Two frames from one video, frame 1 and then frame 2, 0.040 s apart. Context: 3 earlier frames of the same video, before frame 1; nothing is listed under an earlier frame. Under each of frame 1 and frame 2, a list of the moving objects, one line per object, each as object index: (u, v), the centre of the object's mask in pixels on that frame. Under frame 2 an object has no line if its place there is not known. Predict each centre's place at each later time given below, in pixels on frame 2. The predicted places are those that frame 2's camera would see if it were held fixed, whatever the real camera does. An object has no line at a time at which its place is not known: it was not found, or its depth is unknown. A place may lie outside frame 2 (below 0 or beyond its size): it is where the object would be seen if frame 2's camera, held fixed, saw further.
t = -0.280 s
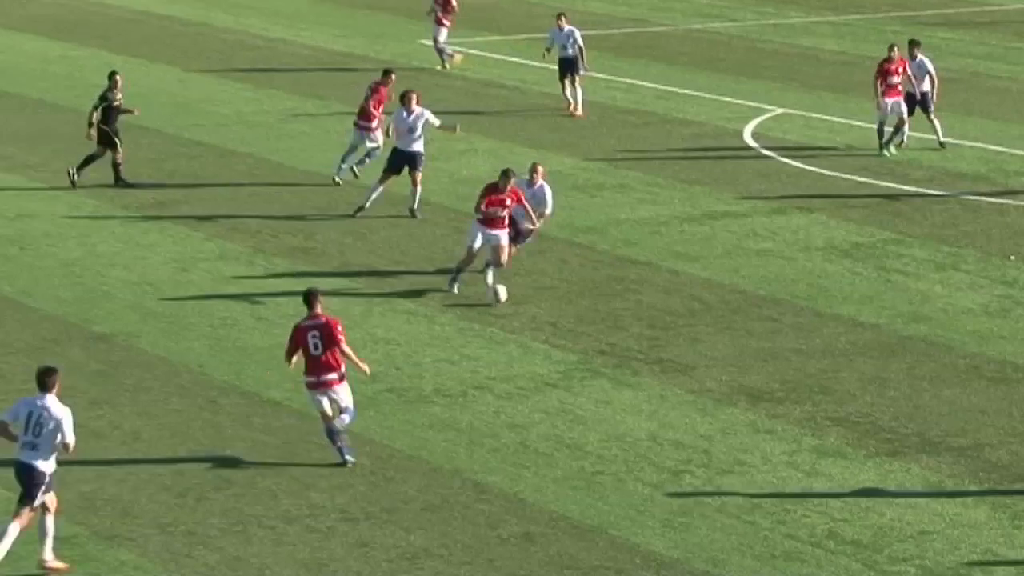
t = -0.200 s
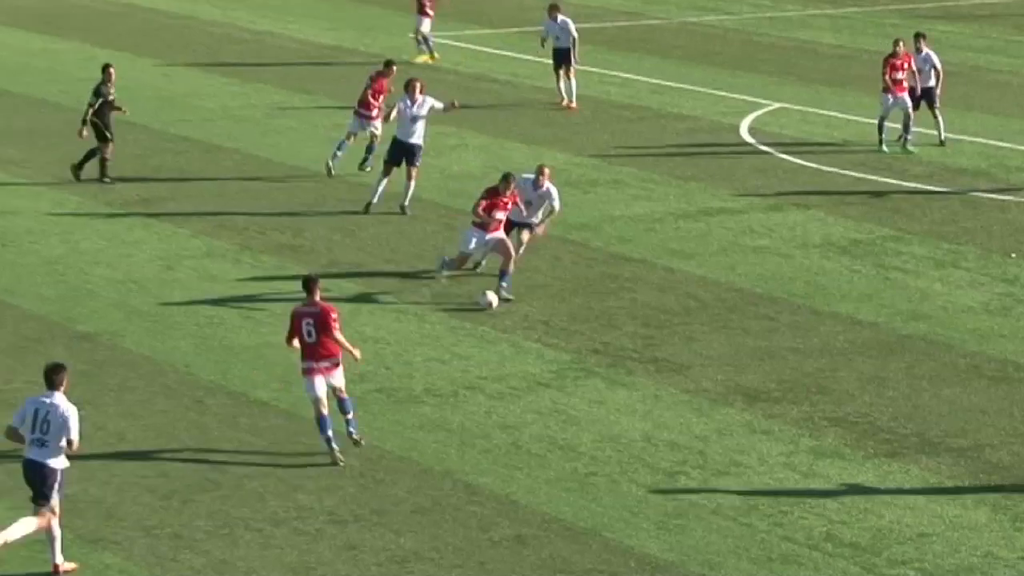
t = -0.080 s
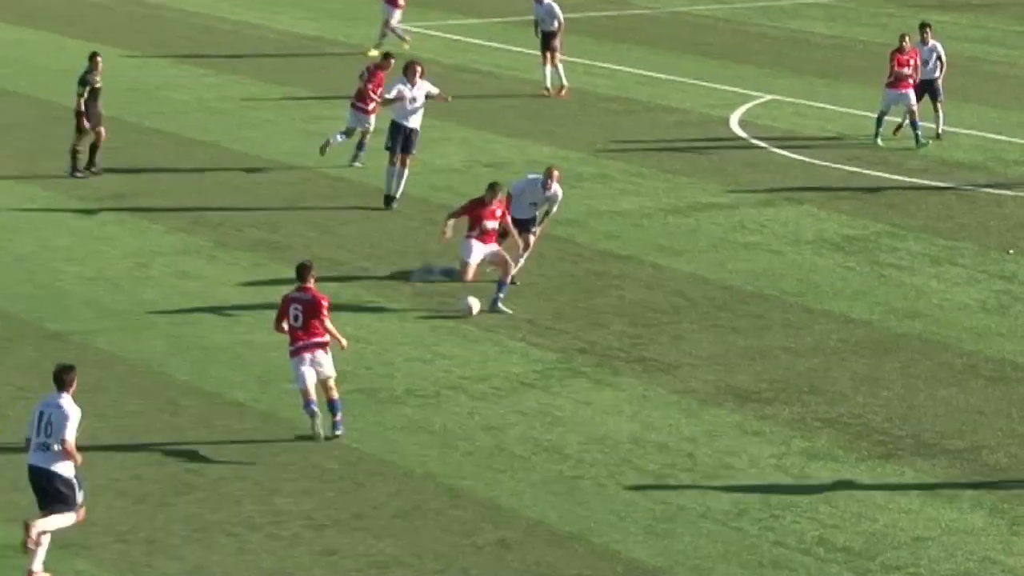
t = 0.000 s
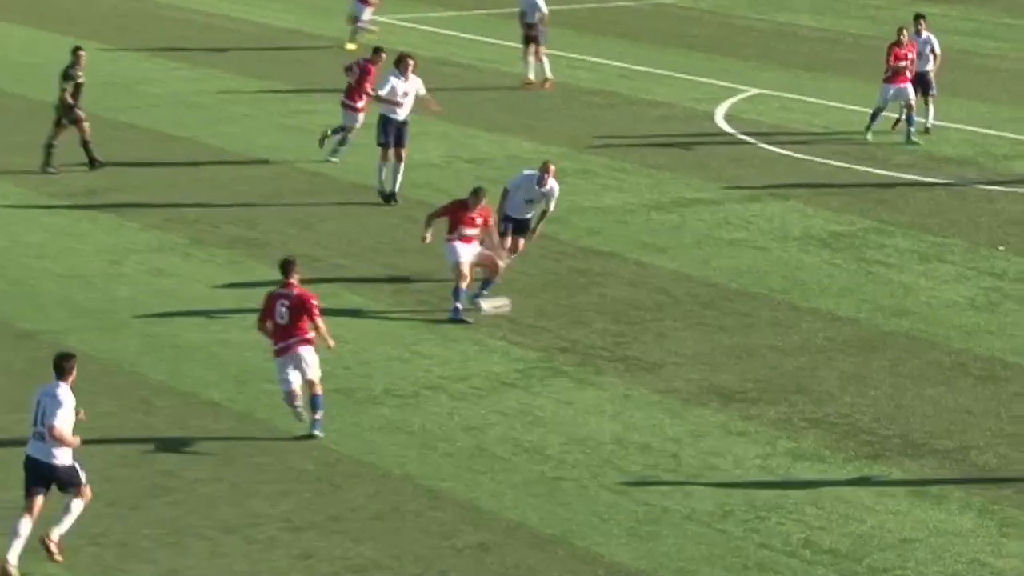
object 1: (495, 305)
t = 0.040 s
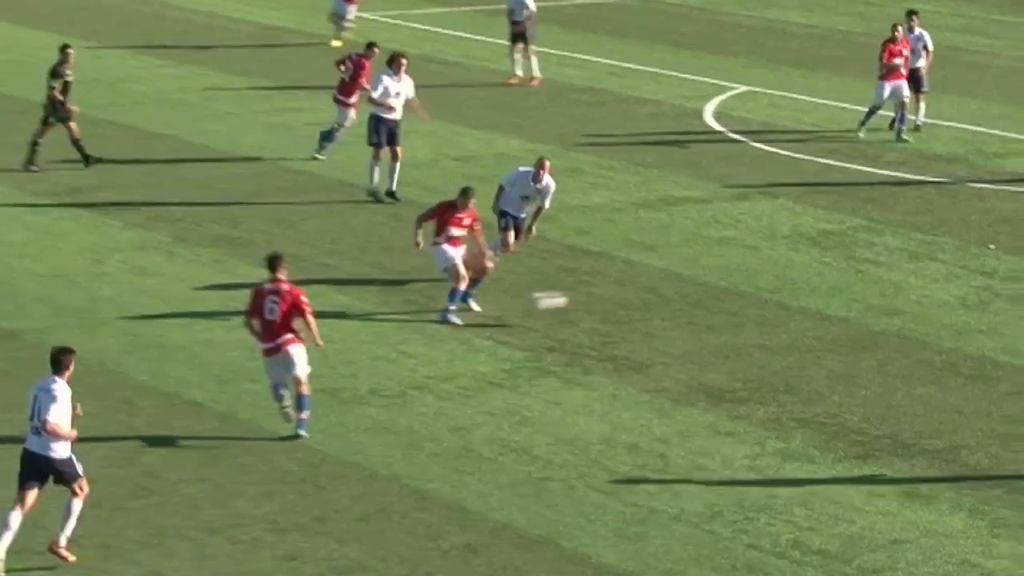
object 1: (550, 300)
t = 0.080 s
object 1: (619, 296)
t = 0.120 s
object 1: (689, 295)
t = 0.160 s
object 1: (759, 293)
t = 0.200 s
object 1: (830, 293)
